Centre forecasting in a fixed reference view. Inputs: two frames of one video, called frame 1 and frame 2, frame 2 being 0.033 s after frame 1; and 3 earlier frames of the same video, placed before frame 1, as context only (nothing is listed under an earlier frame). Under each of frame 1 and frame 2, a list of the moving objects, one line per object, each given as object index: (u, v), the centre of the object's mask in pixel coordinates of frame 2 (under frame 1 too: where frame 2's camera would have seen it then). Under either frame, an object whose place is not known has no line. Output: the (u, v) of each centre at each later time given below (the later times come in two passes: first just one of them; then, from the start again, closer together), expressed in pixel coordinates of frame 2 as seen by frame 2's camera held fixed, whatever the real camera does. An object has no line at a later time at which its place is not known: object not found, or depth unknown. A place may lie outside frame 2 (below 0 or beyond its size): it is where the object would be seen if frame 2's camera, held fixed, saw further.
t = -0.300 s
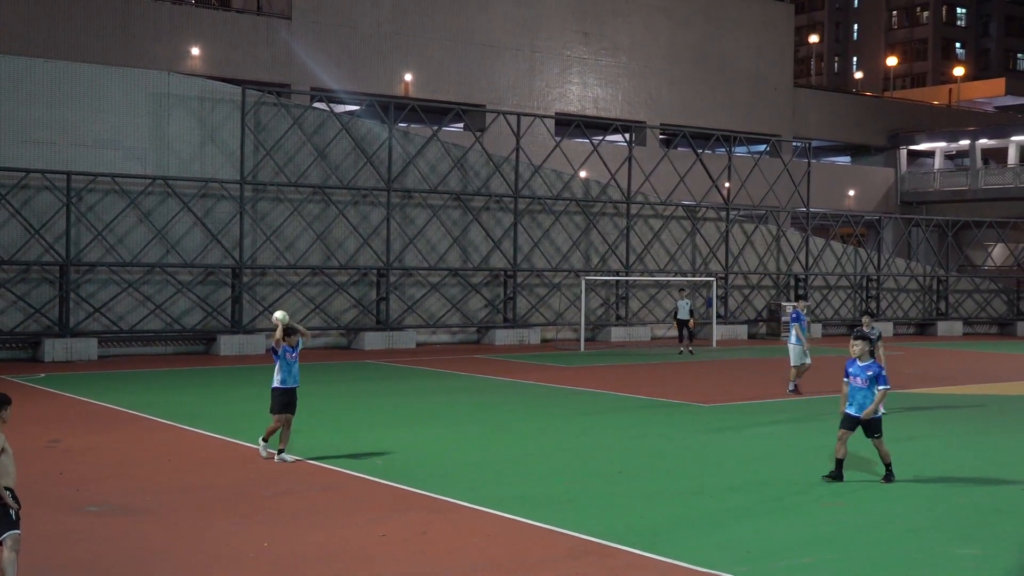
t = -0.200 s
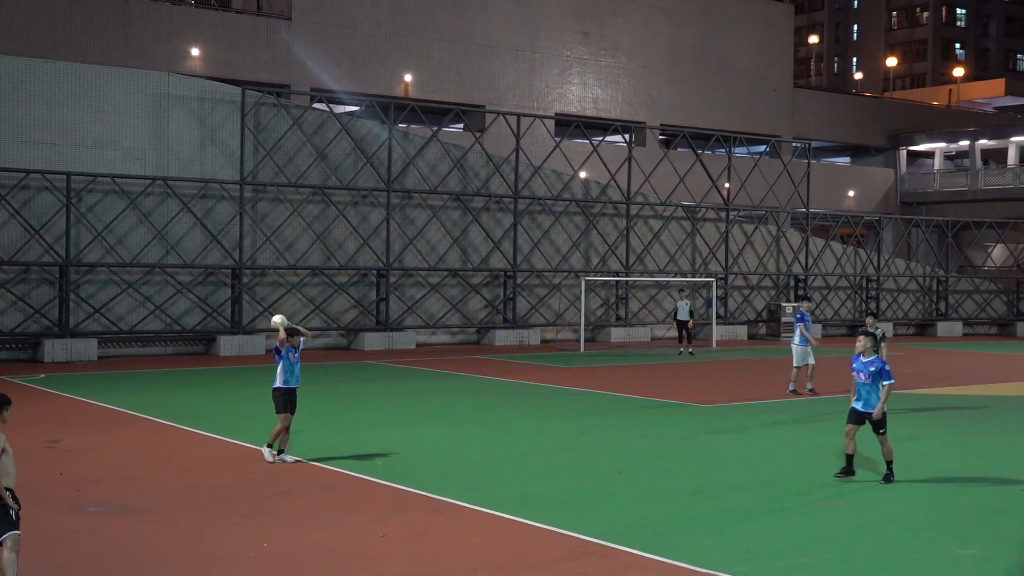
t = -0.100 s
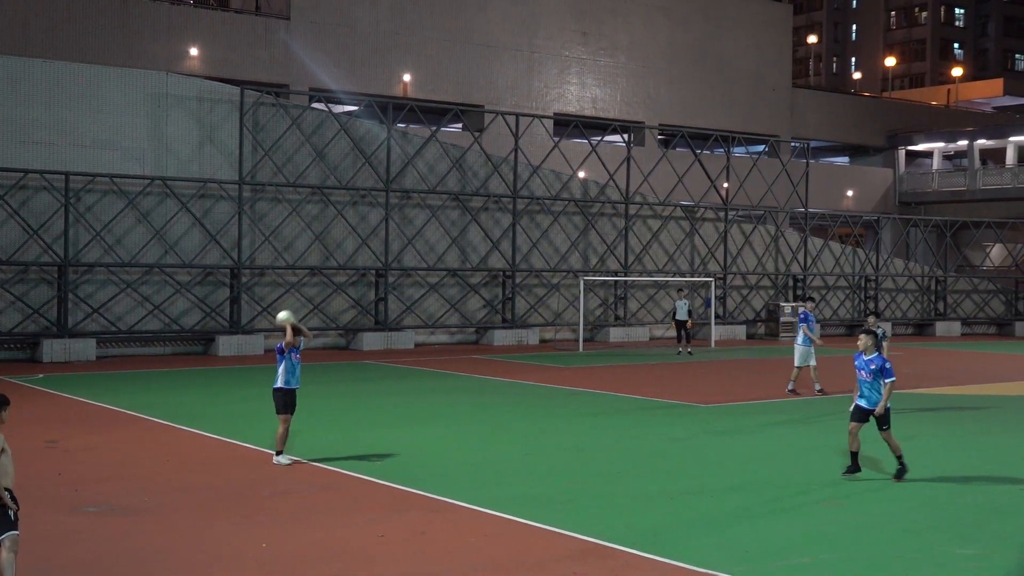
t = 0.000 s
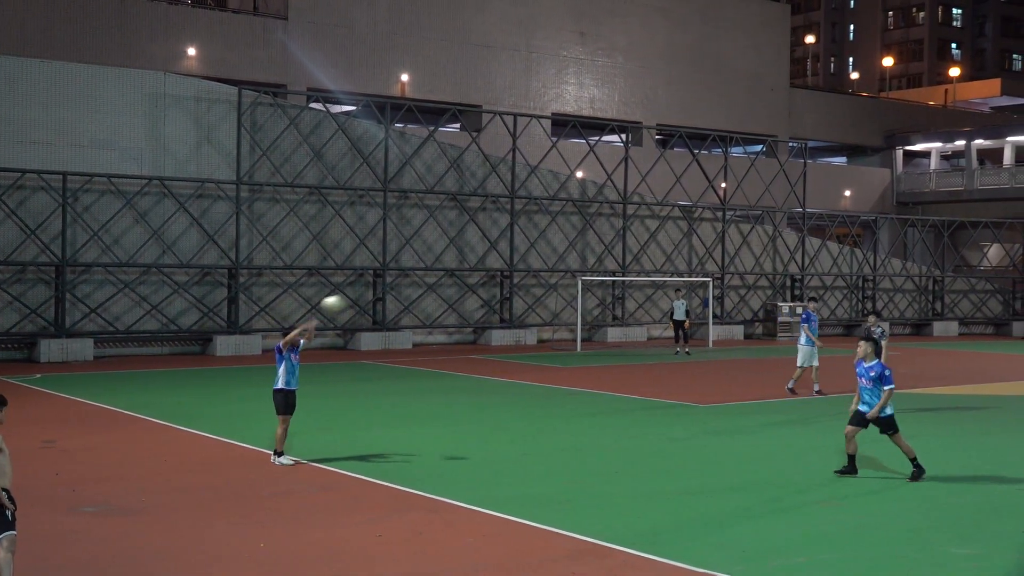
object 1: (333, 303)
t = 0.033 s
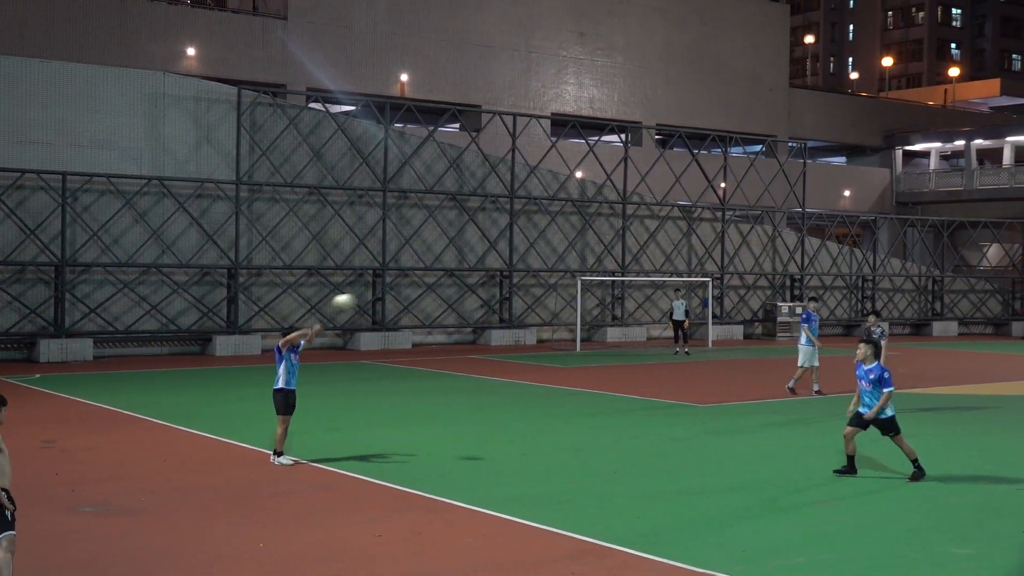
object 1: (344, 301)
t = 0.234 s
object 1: (463, 302)
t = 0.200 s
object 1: (451, 299)
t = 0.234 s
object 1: (463, 302)
